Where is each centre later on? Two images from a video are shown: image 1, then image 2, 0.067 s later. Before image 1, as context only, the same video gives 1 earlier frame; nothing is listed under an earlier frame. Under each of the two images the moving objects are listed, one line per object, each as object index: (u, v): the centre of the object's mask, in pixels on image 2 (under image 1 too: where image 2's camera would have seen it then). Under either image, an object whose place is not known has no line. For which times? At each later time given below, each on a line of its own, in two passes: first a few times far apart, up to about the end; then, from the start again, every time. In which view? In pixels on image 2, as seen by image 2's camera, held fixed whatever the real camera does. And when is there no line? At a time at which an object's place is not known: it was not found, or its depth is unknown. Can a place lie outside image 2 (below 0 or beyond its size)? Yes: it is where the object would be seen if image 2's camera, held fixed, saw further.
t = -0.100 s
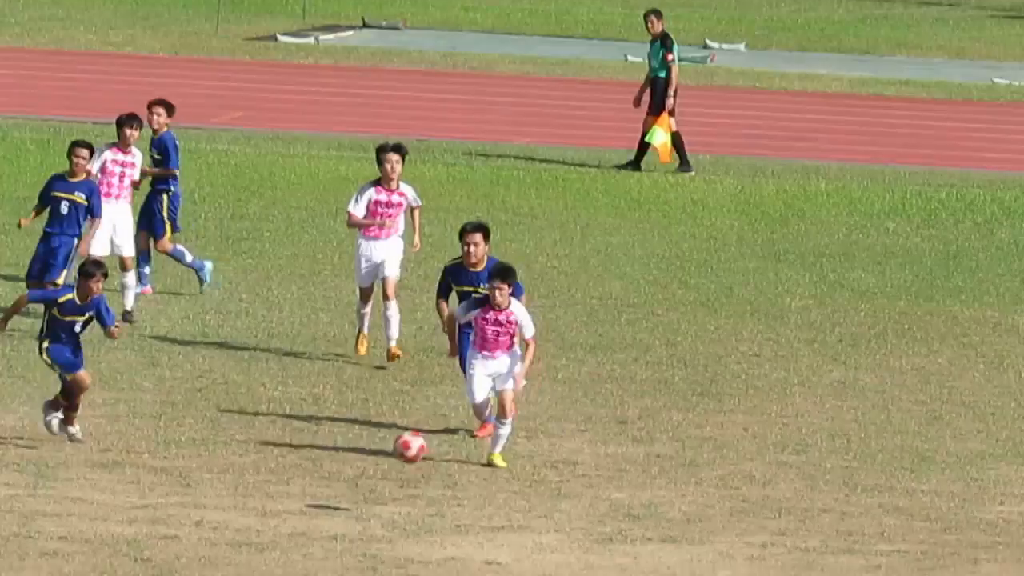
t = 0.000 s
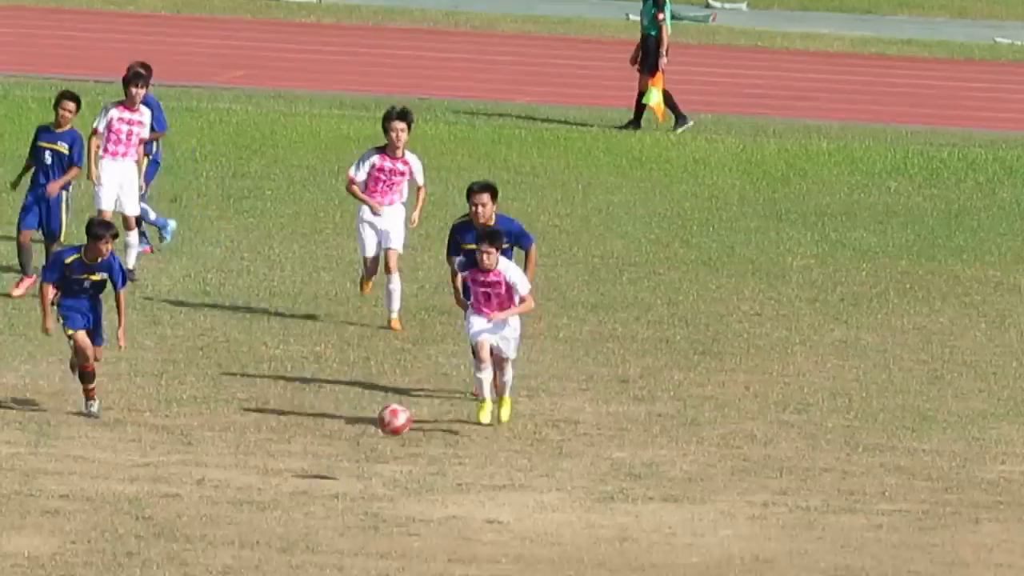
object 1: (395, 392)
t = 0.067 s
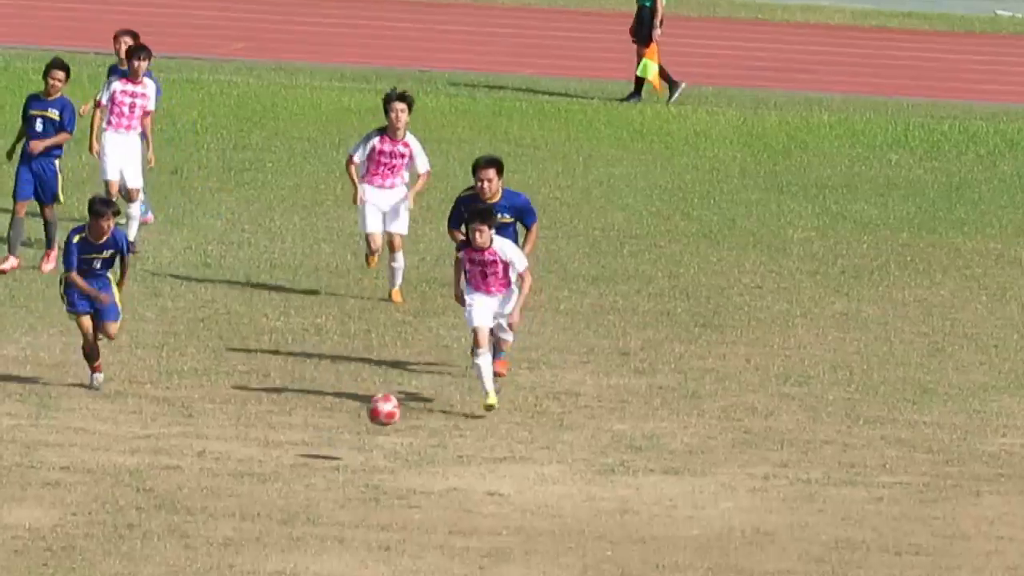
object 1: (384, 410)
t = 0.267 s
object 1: (344, 450)
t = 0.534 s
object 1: (286, 473)
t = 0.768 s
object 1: (241, 488)
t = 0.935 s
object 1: (209, 517)
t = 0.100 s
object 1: (377, 421)
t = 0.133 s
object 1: (371, 434)
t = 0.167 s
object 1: (364, 449)
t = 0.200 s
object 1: (358, 461)
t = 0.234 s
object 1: (351, 455)
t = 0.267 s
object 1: (344, 450)
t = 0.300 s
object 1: (337, 446)
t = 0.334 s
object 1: (330, 445)
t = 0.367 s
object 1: (324, 445)
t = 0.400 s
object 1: (316, 447)
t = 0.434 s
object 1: (309, 451)
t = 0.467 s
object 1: (302, 456)
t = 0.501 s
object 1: (294, 463)
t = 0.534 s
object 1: (286, 473)
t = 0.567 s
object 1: (278, 484)
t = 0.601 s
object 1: (271, 497)
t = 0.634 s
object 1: (265, 497)
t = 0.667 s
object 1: (260, 492)
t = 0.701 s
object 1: (254, 488)
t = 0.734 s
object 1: (248, 487)
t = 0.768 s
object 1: (241, 488)
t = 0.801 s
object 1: (236, 490)
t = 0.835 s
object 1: (229, 494)
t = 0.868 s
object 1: (223, 500)
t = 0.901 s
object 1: (216, 508)
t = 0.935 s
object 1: (209, 517)
